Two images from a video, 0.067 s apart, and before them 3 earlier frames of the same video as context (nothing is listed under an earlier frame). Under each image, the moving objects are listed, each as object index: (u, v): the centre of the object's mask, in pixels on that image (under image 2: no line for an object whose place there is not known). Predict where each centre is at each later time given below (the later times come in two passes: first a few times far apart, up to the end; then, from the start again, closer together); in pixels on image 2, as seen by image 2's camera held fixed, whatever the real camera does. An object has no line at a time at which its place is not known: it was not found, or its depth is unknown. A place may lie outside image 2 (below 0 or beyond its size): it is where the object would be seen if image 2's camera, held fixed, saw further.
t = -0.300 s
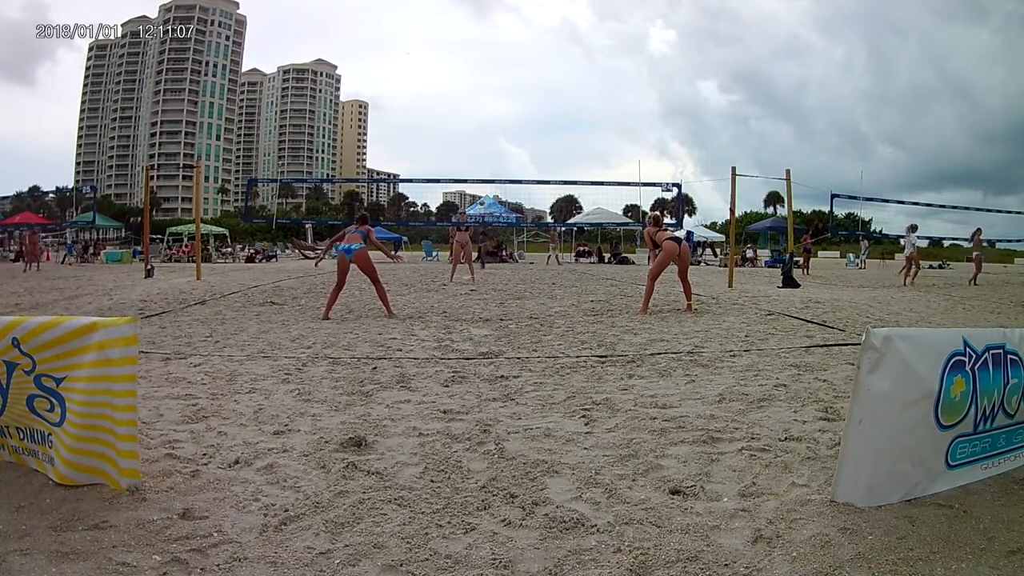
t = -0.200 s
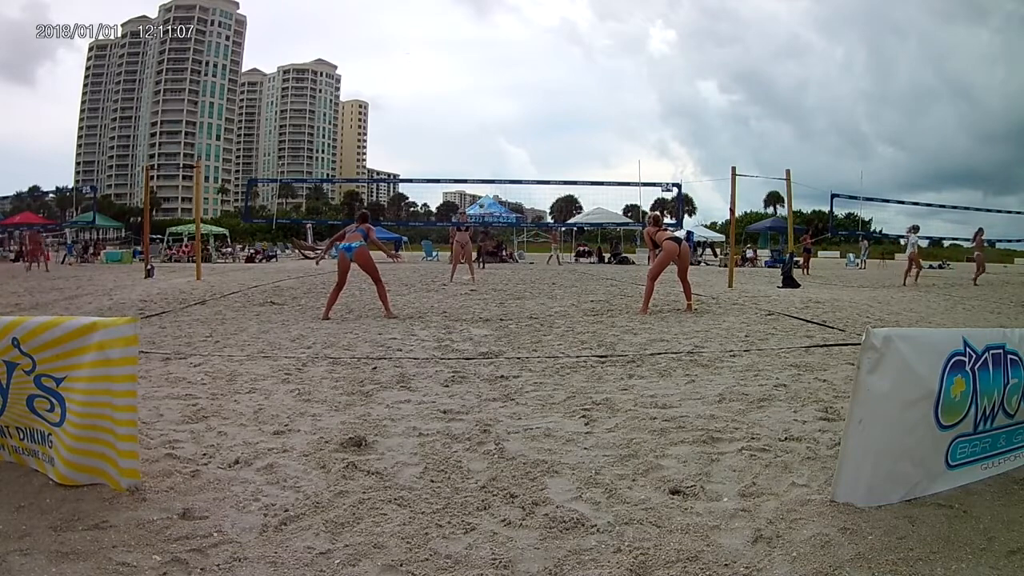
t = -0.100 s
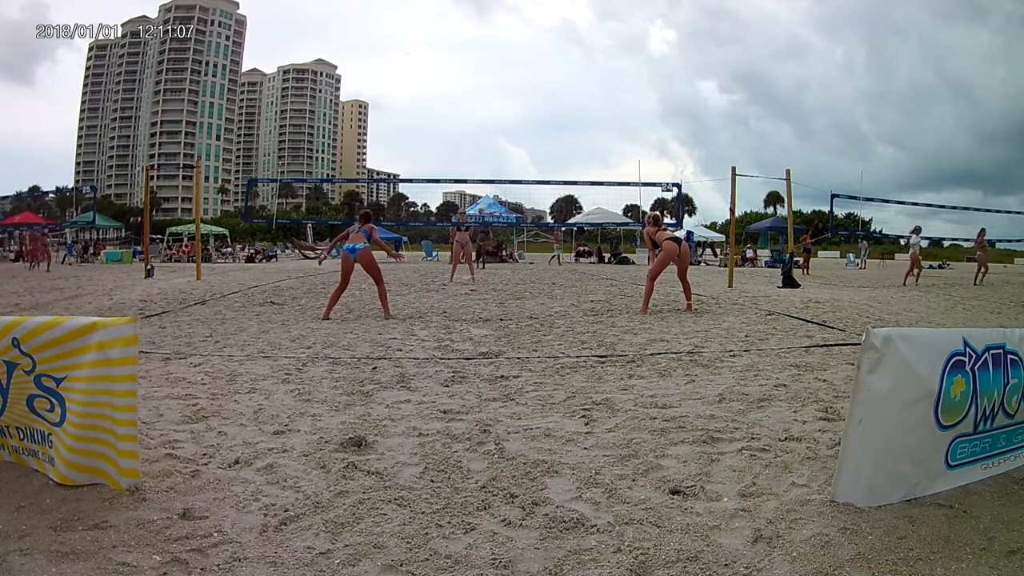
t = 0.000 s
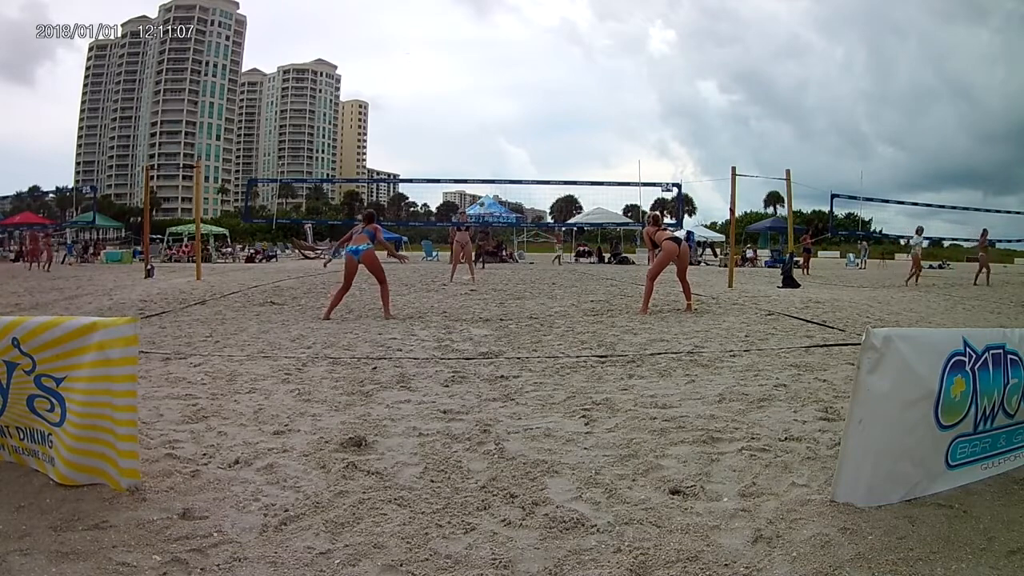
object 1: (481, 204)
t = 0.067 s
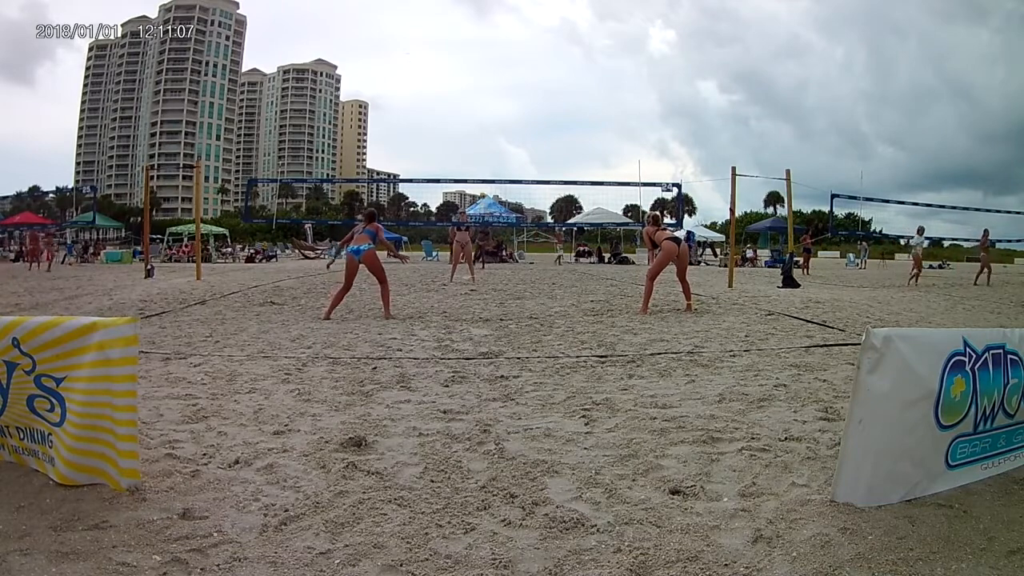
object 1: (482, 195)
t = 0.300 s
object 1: (486, 160)
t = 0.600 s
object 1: (487, 128)
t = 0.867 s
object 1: (491, 124)
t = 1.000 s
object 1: (495, 134)
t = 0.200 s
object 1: (485, 175)
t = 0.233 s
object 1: (485, 170)
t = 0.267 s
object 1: (486, 165)
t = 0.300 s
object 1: (486, 160)
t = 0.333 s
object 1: (486, 156)
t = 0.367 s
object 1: (486, 151)
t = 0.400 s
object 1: (486, 147)
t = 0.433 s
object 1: (486, 143)
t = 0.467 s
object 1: (486, 140)
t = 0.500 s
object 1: (486, 136)
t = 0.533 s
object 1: (486, 133)
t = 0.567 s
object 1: (487, 131)
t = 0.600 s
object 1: (487, 128)
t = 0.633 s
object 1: (487, 126)
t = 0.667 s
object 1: (487, 124)
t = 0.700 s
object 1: (488, 123)
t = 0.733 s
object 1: (488, 122)
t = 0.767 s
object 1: (489, 122)
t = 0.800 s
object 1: (490, 122)
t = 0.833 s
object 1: (490, 122)
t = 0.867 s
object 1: (491, 124)
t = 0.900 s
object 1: (492, 125)
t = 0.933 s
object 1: (493, 128)
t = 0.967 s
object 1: (494, 131)
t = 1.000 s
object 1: (495, 134)
